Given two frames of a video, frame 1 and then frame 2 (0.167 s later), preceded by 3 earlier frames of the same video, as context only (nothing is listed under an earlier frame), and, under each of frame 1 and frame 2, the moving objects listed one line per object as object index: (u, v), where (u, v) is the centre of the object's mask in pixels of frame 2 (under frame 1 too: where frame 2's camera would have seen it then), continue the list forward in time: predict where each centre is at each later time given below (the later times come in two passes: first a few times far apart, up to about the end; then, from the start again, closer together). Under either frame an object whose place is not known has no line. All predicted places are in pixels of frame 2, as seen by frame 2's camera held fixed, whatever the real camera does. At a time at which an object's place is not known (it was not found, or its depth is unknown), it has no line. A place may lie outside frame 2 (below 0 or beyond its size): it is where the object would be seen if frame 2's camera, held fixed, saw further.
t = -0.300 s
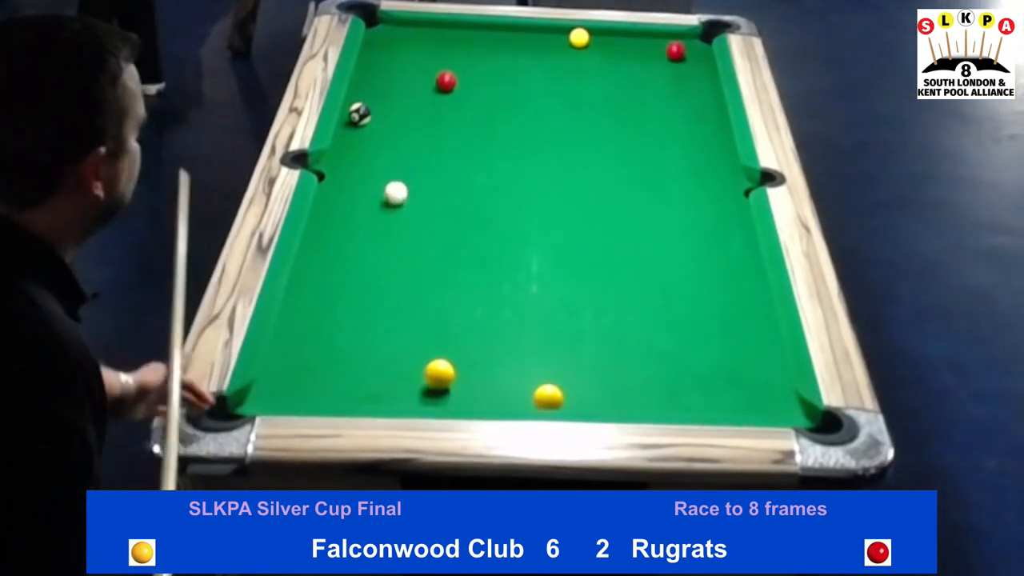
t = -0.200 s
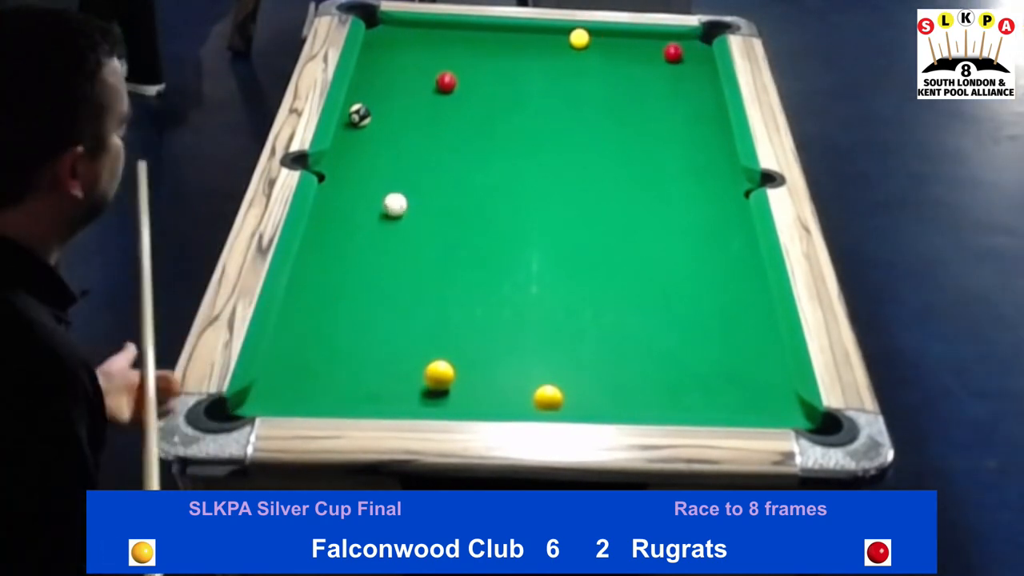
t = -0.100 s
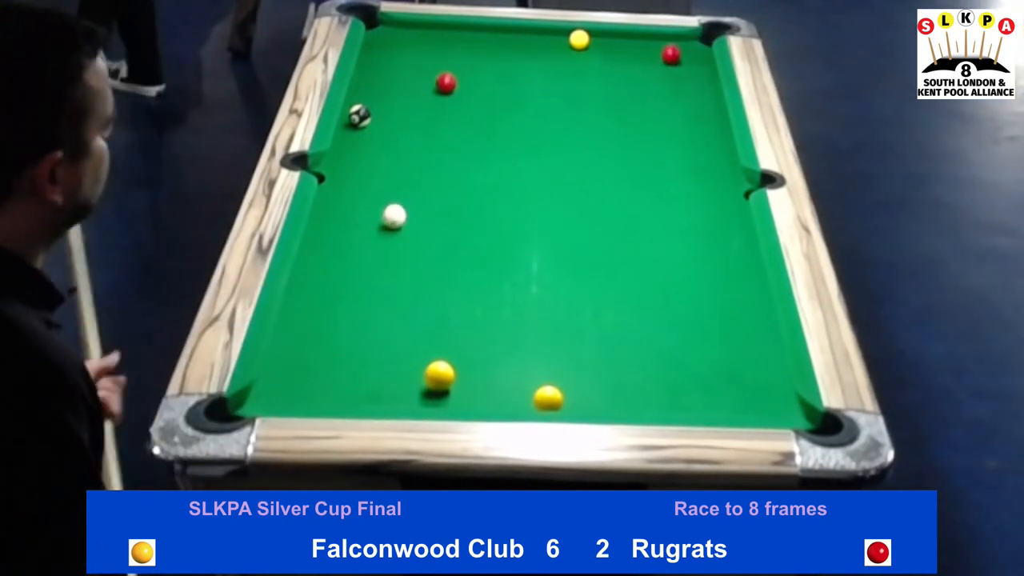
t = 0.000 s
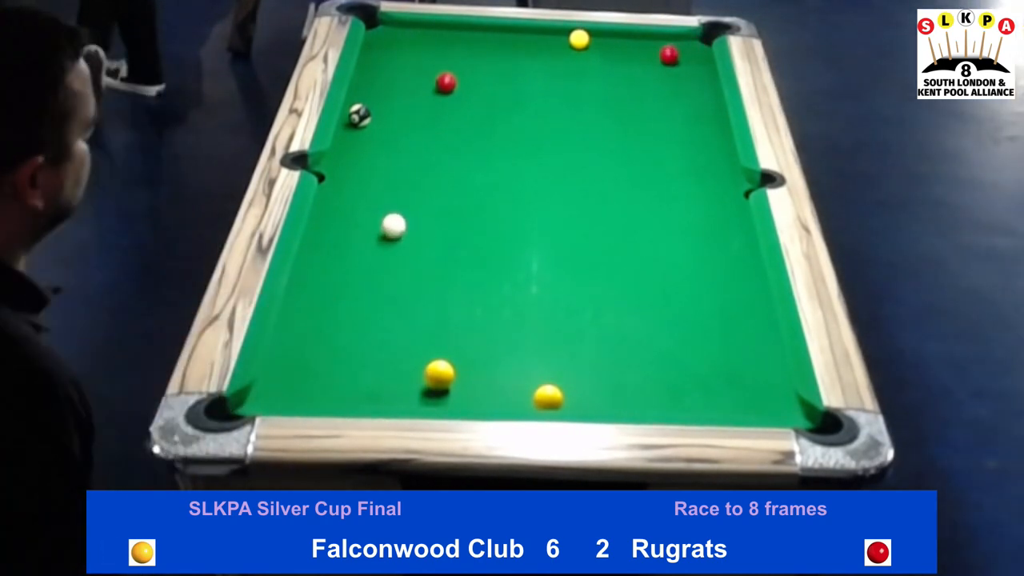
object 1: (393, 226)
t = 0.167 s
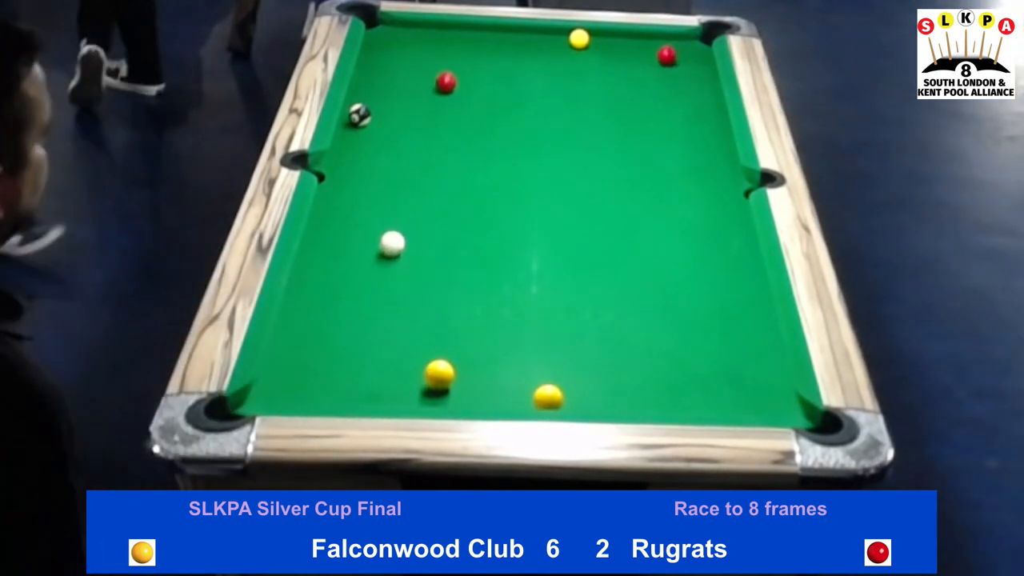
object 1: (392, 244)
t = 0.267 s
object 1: (391, 255)
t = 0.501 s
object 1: (389, 284)
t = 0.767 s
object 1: (387, 313)
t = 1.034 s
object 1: (384, 342)
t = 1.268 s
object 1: (381, 366)
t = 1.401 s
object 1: (380, 380)
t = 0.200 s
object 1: (391, 248)
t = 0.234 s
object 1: (391, 251)
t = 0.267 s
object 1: (391, 255)
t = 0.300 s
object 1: (391, 258)
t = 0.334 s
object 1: (391, 262)
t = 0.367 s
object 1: (390, 270)
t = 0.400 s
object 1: (390, 273)
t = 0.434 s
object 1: (389, 277)
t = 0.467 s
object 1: (390, 280)
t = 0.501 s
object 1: (389, 284)
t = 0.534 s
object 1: (389, 287)
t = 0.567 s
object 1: (388, 291)
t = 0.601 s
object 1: (388, 295)
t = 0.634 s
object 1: (388, 298)
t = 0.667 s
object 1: (387, 302)
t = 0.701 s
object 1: (387, 305)
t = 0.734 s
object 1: (387, 309)
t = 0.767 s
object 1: (387, 313)
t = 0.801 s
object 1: (386, 316)
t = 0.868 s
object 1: (386, 323)
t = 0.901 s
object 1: (385, 327)
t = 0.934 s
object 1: (385, 331)
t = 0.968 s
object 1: (385, 334)
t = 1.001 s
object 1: (384, 338)
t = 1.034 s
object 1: (384, 342)
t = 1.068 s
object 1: (383, 345)
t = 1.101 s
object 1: (383, 349)
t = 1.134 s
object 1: (383, 352)
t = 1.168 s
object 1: (382, 356)
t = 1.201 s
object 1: (382, 359)
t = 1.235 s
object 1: (382, 363)
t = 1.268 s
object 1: (381, 366)
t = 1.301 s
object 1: (381, 370)
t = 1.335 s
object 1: (381, 374)
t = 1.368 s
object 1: (380, 377)
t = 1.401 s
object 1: (380, 380)
